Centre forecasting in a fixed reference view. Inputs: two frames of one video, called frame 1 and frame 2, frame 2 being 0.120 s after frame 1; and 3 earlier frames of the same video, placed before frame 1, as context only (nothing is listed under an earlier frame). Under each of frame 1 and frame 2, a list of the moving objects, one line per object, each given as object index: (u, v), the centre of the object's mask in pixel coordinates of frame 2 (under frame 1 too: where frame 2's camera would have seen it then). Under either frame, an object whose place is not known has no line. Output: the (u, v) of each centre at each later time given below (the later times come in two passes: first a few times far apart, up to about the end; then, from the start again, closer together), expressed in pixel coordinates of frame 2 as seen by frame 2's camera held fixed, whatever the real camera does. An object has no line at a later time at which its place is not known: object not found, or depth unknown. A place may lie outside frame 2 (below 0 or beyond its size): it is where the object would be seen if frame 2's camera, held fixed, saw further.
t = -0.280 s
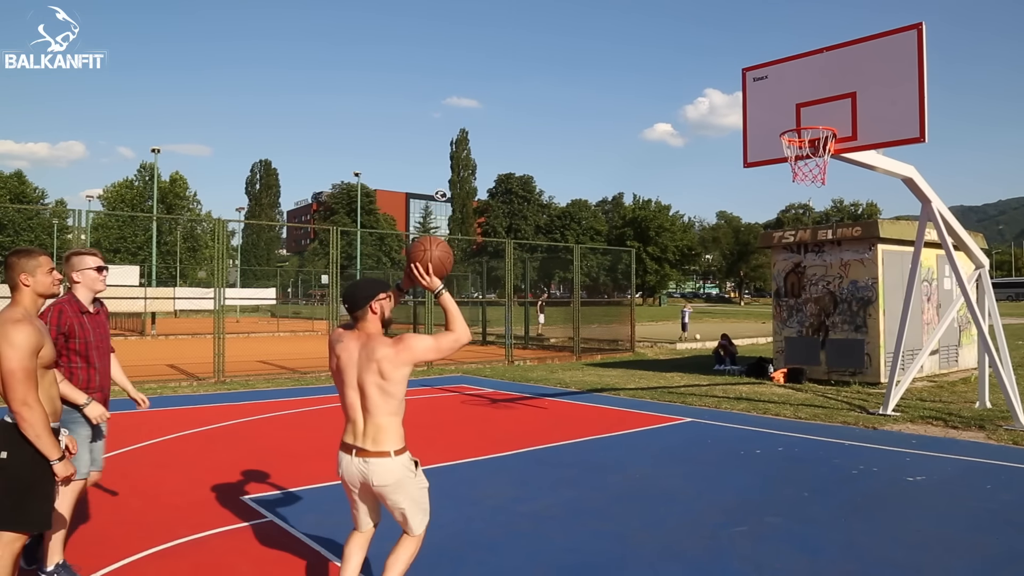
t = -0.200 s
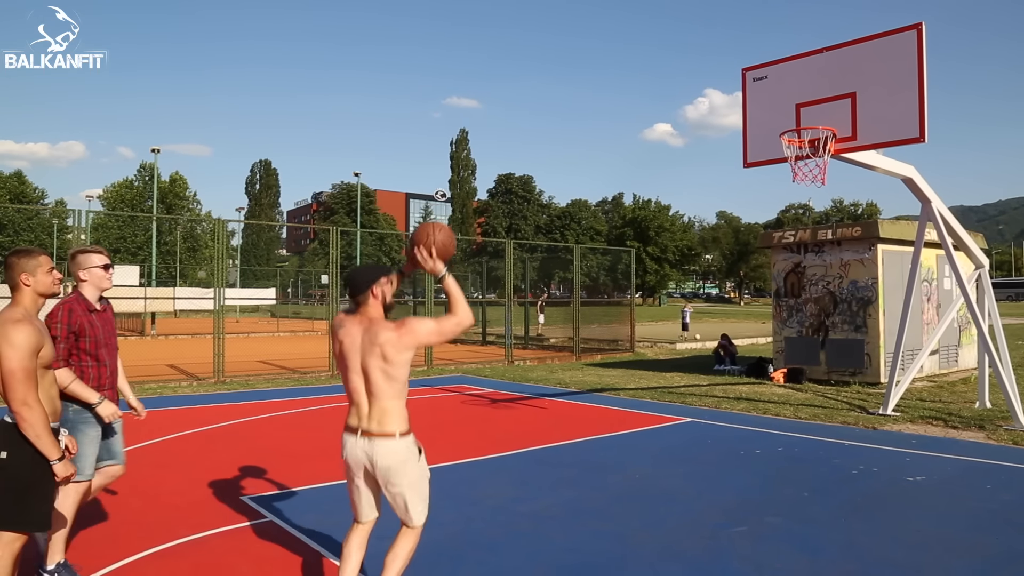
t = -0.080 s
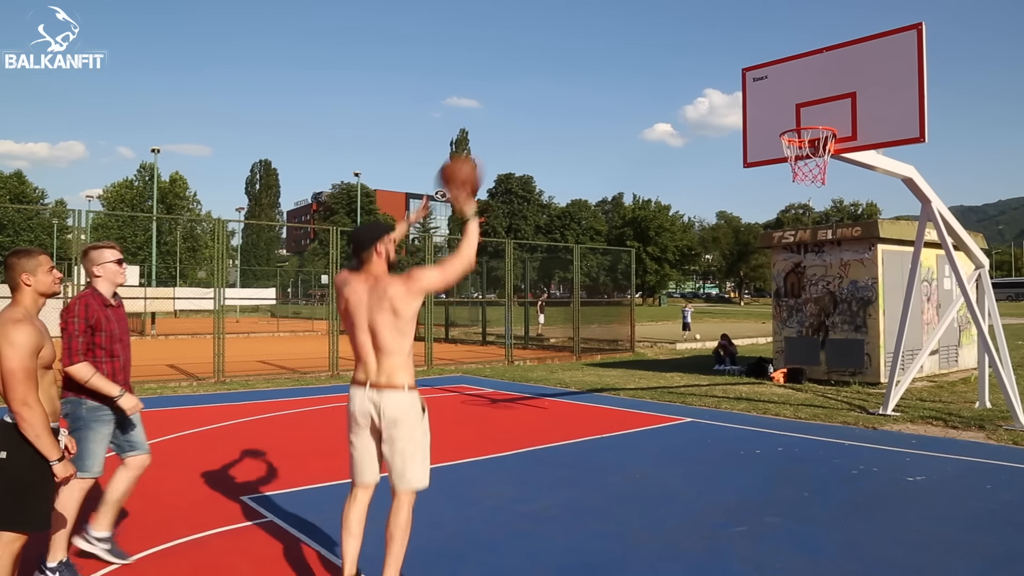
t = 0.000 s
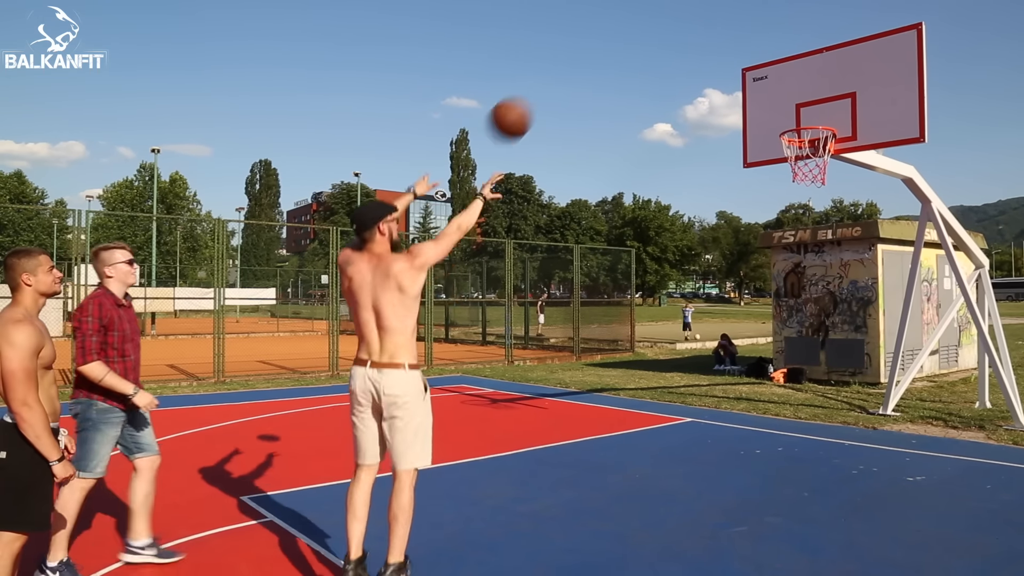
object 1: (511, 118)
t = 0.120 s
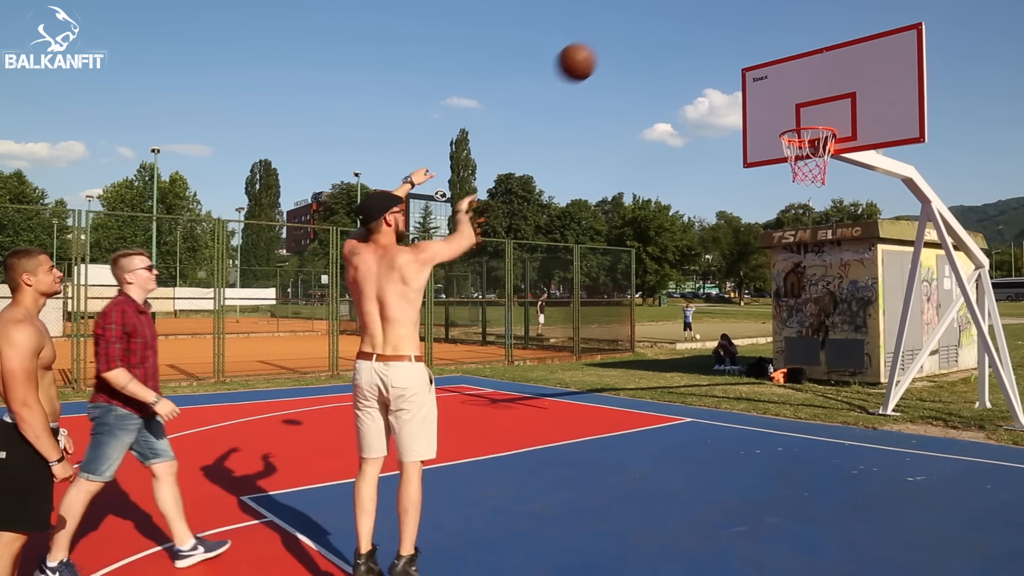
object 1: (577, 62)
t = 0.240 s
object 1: (632, 34)
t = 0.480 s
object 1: (720, 40)
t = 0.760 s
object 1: (797, 119)
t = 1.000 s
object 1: (814, 139)
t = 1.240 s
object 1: (811, 159)
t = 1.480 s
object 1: (807, 226)
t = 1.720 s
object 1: (804, 347)
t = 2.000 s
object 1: (796, 391)
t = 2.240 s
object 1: (791, 329)
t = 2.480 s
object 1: (786, 320)
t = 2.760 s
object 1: (782, 375)
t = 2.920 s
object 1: (779, 427)
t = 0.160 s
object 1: (596, 50)
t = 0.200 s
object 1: (614, 40)
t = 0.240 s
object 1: (632, 34)
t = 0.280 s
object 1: (648, 30)
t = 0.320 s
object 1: (664, 28)
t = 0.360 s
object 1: (679, 29)
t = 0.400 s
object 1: (693, 31)
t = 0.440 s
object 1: (707, 35)
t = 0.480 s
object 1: (720, 40)
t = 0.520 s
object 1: (732, 47)
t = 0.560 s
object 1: (744, 56)
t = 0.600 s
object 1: (756, 67)
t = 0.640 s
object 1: (767, 79)
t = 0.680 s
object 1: (777, 91)
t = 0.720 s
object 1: (787, 105)
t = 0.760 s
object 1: (797, 119)
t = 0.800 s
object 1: (809, 138)
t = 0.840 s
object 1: (811, 142)
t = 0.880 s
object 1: (814, 144)
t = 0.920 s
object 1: (815, 144)
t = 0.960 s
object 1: (815, 140)
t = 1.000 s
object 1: (814, 139)
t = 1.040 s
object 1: (813, 139)
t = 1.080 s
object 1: (813, 140)
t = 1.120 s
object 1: (812, 143)
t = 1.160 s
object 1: (812, 149)
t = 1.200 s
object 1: (811, 154)
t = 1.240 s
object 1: (811, 159)
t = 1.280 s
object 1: (809, 167)
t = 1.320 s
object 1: (809, 176)
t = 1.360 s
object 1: (808, 187)
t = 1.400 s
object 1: (808, 198)
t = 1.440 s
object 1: (807, 212)
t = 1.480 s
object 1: (807, 226)
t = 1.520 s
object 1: (807, 242)
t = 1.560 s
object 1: (806, 261)
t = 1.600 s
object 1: (807, 280)
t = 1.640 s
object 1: (806, 301)
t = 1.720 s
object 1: (804, 347)
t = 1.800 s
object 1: (801, 397)
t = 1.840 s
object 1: (799, 424)
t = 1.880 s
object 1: (798, 445)
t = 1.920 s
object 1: (798, 425)
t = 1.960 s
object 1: (797, 408)
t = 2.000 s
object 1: (796, 391)
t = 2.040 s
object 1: (796, 377)
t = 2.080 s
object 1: (795, 365)
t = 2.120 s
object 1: (795, 352)
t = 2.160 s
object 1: (793, 343)
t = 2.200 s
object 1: (792, 335)
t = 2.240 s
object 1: (791, 329)
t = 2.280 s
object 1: (790, 323)
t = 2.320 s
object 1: (789, 320)
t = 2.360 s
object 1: (789, 318)
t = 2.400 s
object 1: (788, 317)
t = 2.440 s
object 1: (787, 318)
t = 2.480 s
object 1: (786, 320)
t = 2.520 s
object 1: (785, 324)
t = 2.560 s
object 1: (785, 329)
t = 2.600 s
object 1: (784, 336)
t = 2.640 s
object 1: (784, 344)
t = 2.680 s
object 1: (783, 352)
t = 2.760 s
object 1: (782, 375)
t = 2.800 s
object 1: (781, 389)
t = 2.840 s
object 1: (780, 402)
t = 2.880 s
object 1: (780, 418)
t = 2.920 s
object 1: (779, 427)
